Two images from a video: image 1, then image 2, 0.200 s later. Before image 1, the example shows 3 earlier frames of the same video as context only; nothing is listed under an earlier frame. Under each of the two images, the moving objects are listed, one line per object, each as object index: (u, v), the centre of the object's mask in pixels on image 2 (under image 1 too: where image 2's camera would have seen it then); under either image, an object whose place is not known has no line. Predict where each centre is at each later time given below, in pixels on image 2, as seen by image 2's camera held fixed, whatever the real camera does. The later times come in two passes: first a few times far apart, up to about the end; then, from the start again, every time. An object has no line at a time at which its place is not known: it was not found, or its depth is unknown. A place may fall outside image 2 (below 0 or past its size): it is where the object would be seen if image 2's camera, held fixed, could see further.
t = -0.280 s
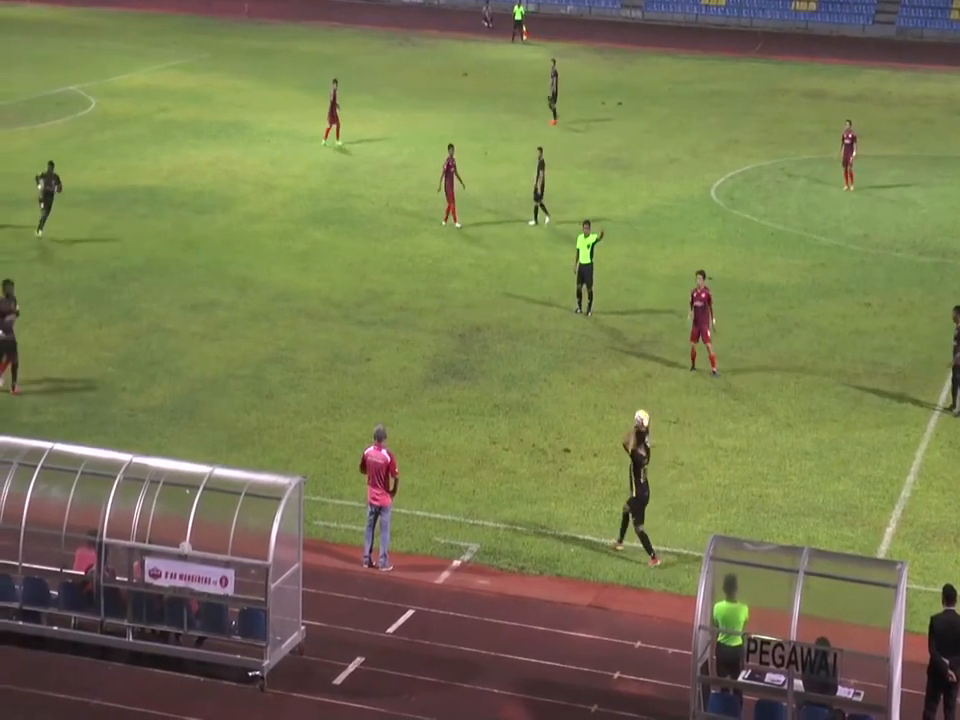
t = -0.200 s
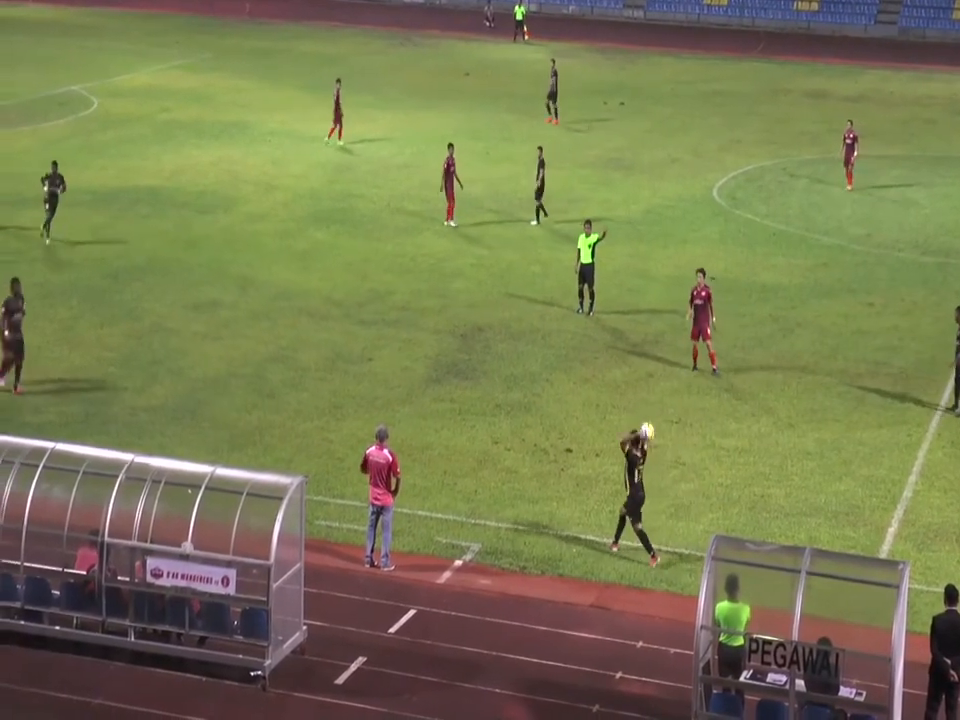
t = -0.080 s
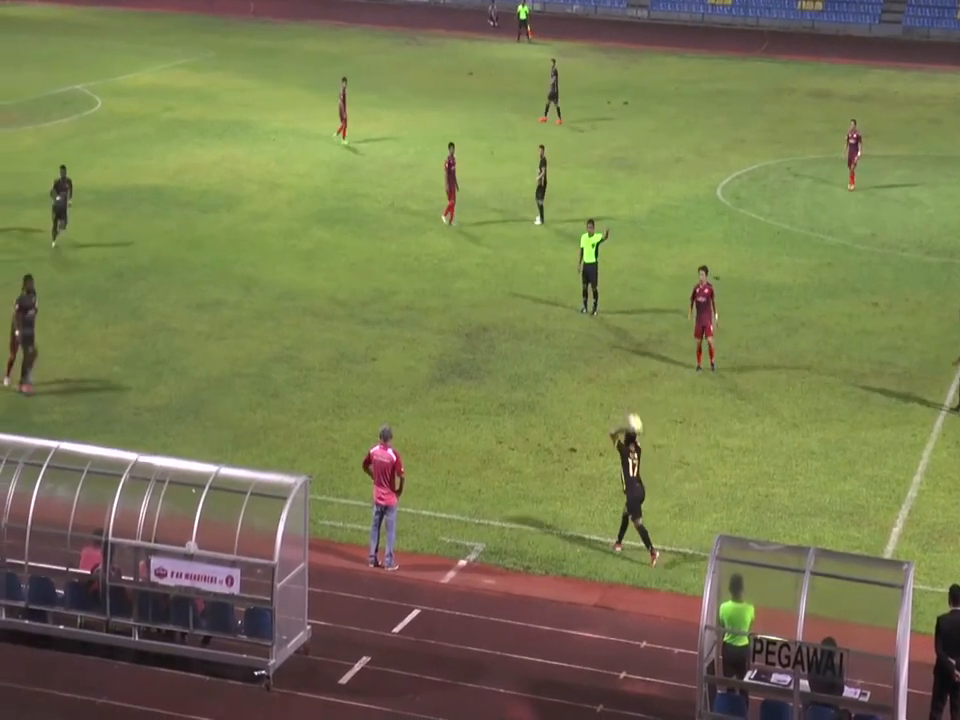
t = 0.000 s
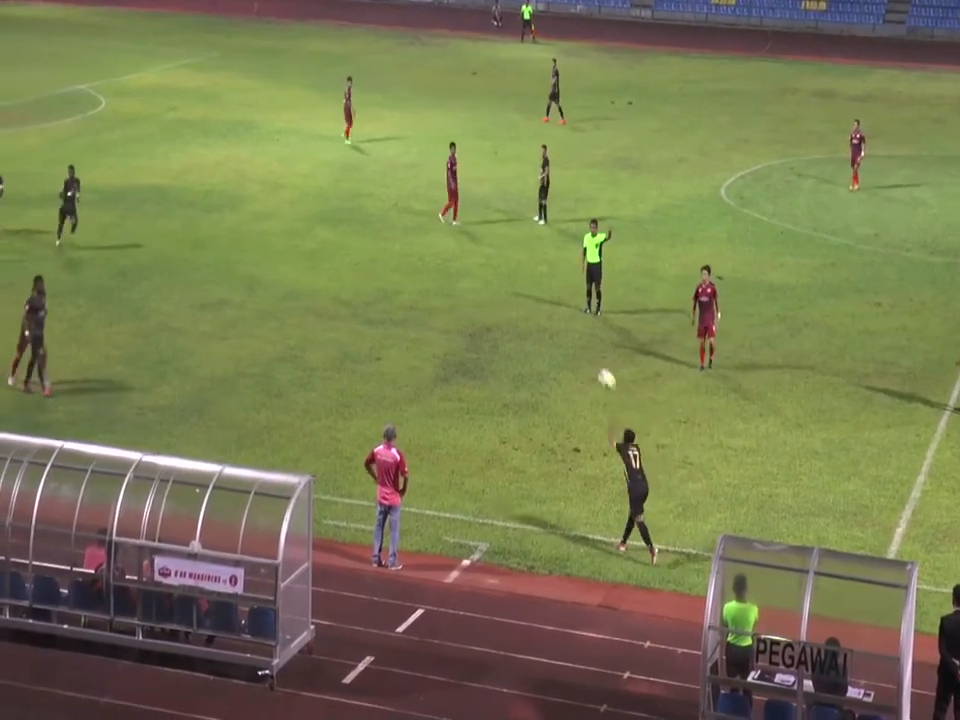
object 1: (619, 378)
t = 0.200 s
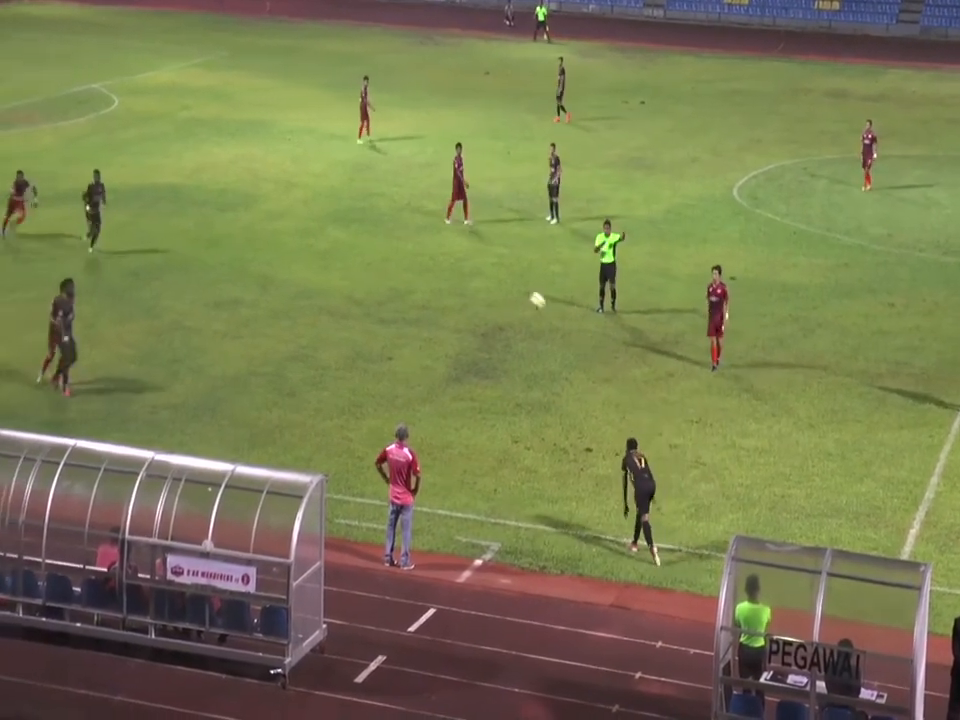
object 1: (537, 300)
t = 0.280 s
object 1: (508, 281)
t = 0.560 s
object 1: (426, 261)
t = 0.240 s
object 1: (522, 289)
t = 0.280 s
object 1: (508, 281)
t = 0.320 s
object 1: (495, 274)
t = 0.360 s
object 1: (482, 268)
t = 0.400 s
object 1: (470, 265)
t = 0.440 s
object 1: (457, 262)
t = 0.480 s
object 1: (447, 259)
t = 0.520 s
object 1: (437, 259)
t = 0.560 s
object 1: (426, 261)
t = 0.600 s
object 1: (416, 262)
